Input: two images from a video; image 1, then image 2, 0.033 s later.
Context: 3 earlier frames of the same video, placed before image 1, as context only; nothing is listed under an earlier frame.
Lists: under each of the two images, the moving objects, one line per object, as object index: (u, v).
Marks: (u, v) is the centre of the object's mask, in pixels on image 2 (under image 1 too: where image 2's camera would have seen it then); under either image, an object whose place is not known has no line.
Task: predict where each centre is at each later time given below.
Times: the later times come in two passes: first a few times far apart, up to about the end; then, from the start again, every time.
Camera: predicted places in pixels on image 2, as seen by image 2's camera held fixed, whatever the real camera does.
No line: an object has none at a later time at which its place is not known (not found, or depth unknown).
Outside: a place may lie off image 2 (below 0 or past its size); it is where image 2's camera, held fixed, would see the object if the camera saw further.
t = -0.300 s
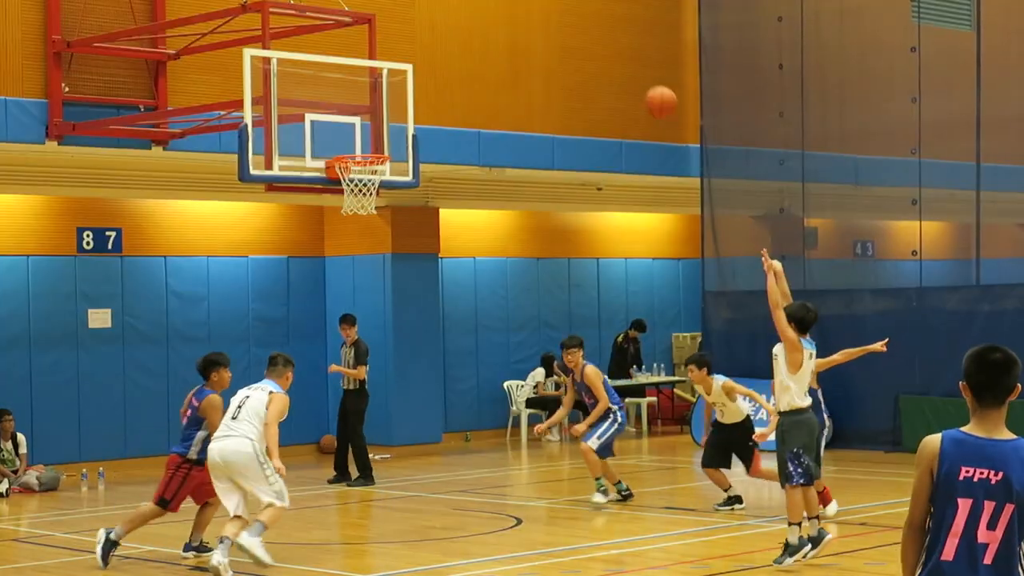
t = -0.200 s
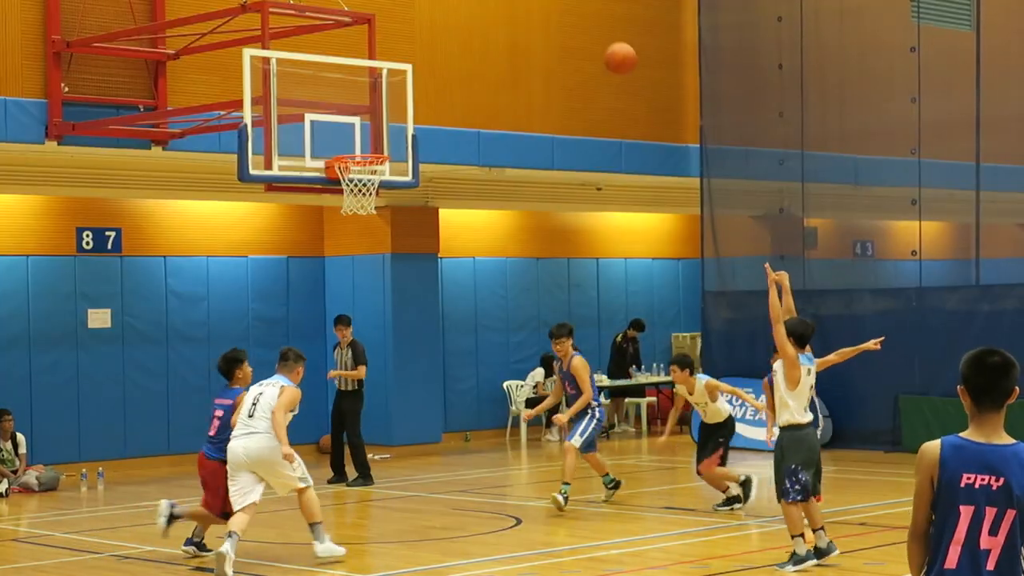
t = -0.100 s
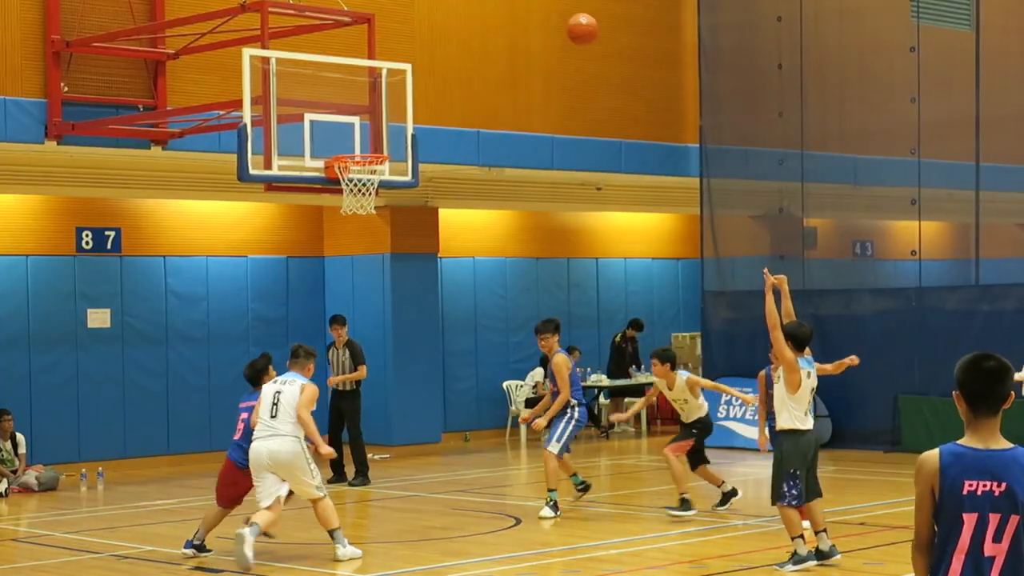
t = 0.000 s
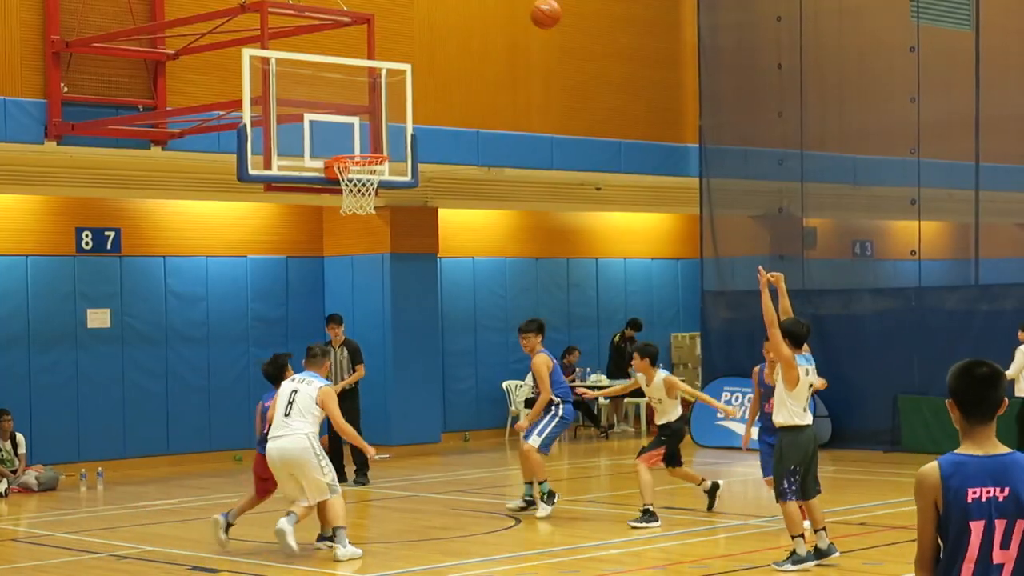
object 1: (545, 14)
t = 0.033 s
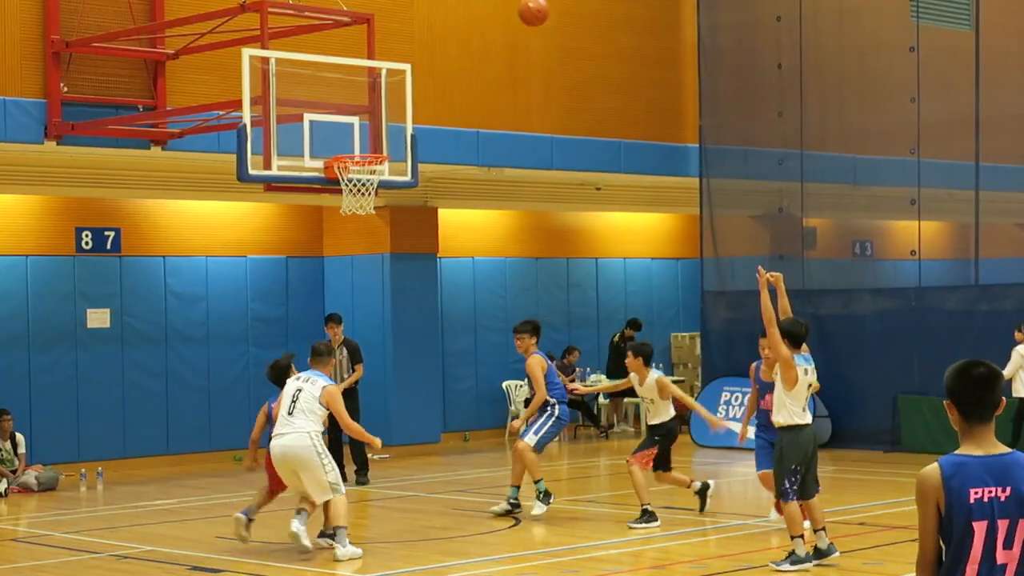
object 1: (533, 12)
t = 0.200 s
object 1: (477, 20)
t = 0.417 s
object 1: (412, 80)
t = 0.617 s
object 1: (358, 133)
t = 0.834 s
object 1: (308, 87)
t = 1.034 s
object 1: (287, 85)
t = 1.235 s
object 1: (265, 131)
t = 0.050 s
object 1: (528, 12)
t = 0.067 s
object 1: (522, 12)
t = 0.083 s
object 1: (516, 12)
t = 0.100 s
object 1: (510, 12)
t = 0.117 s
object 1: (505, 13)
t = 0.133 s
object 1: (499, 13)
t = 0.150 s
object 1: (494, 14)
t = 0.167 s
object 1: (488, 16)
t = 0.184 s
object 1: (483, 17)
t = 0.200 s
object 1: (477, 20)
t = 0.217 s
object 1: (472, 23)
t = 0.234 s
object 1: (467, 26)
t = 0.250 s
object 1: (461, 29)
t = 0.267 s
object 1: (456, 33)
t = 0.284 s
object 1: (451, 37)
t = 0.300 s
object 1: (446, 41)
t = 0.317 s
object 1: (441, 46)
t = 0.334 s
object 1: (436, 51)
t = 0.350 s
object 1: (431, 56)
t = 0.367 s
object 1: (426, 62)
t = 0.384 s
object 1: (422, 67)
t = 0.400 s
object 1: (417, 73)
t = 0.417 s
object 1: (412, 80)
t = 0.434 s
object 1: (406, 87)
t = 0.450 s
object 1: (402, 93)
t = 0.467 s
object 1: (398, 101)
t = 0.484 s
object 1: (393, 108)
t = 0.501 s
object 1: (388, 116)
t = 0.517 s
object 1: (384, 124)
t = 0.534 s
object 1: (380, 132)
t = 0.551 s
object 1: (375, 141)
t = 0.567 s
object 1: (372, 145)
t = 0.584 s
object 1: (368, 143)
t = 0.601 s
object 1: (362, 138)
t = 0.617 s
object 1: (358, 133)
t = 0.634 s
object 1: (354, 127)
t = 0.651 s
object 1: (349, 122)
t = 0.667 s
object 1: (345, 118)
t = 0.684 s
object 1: (340, 113)
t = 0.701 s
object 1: (336, 110)
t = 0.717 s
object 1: (331, 106)
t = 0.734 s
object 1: (326, 103)
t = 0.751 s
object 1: (323, 100)
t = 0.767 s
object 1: (318, 98)
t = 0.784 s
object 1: (314, 95)
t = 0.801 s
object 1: (312, 92)
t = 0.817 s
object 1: (310, 89)
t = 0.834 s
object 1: (308, 87)
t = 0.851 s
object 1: (306, 85)
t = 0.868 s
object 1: (304, 84)
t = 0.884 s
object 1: (302, 82)
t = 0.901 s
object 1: (300, 82)
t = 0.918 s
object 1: (299, 81)
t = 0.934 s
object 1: (297, 81)
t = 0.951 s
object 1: (295, 81)
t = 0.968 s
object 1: (294, 81)
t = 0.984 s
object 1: (292, 82)
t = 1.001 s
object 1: (290, 82)
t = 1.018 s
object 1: (288, 83)
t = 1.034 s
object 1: (287, 85)
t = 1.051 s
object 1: (285, 87)
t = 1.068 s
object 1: (283, 89)
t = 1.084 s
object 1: (282, 92)
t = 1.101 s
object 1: (280, 95)
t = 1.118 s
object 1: (276, 98)
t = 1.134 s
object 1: (274, 102)
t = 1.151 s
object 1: (273, 106)
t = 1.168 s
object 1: (272, 110)
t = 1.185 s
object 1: (271, 114)
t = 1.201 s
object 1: (270, 120)
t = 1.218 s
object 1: (267, 125)
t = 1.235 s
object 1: (265, 131)
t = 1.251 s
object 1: (263, 137)
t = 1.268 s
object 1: (261, 144)
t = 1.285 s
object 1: (260, 151)
